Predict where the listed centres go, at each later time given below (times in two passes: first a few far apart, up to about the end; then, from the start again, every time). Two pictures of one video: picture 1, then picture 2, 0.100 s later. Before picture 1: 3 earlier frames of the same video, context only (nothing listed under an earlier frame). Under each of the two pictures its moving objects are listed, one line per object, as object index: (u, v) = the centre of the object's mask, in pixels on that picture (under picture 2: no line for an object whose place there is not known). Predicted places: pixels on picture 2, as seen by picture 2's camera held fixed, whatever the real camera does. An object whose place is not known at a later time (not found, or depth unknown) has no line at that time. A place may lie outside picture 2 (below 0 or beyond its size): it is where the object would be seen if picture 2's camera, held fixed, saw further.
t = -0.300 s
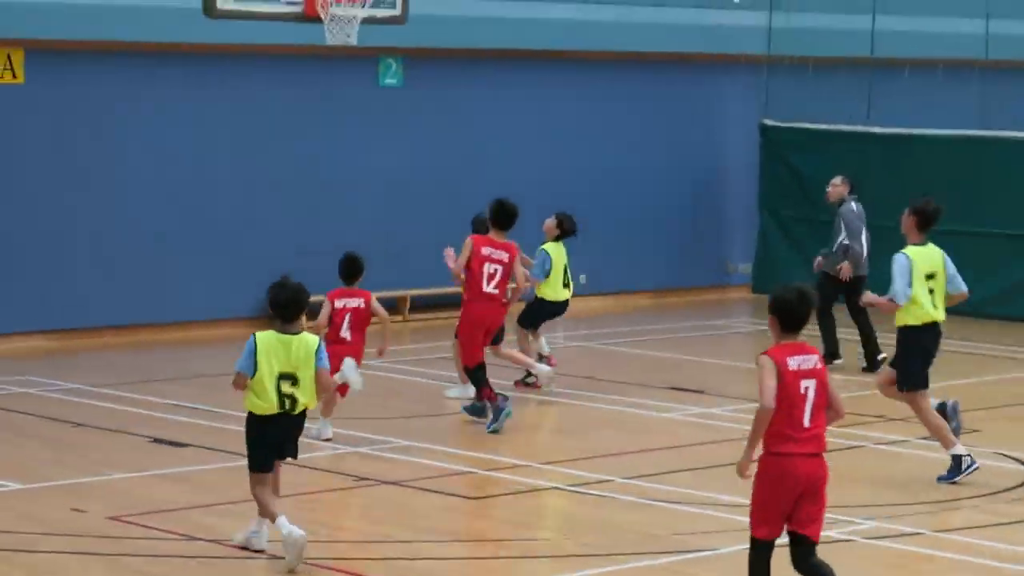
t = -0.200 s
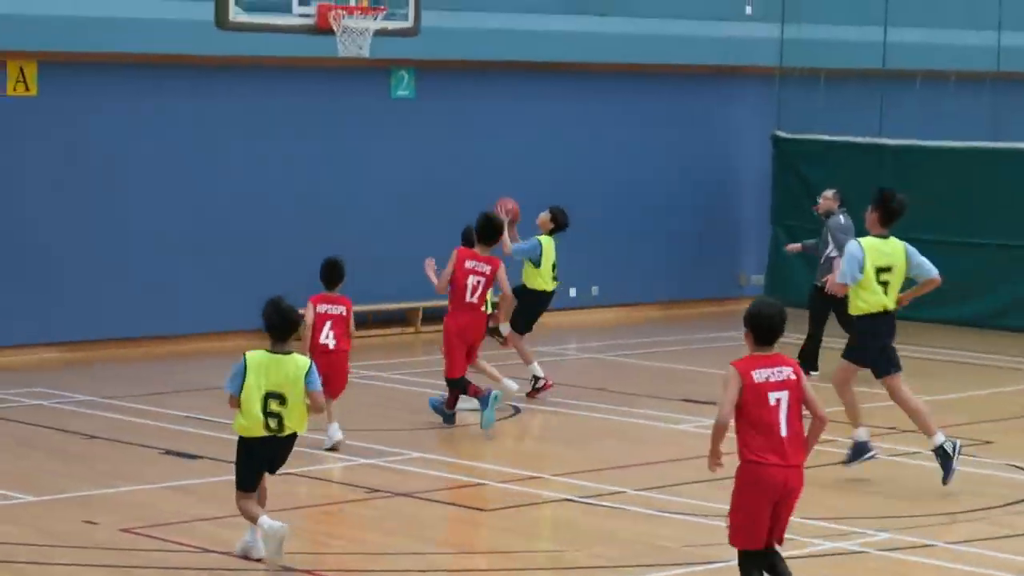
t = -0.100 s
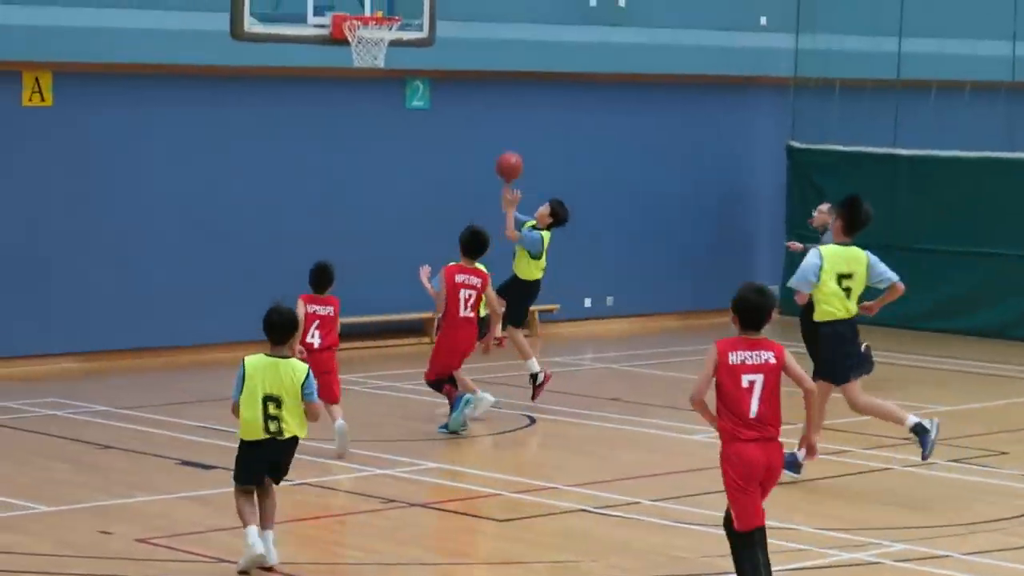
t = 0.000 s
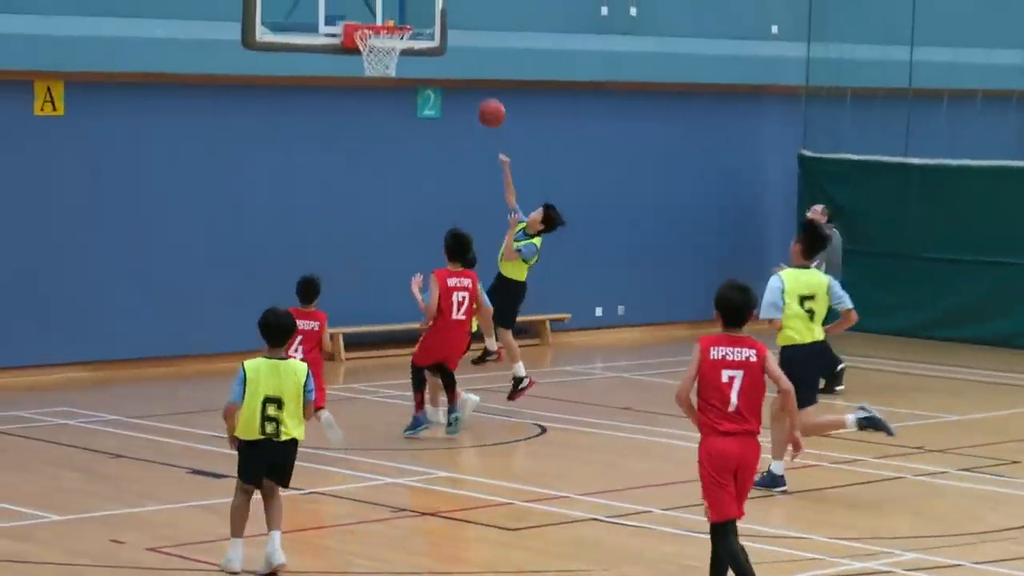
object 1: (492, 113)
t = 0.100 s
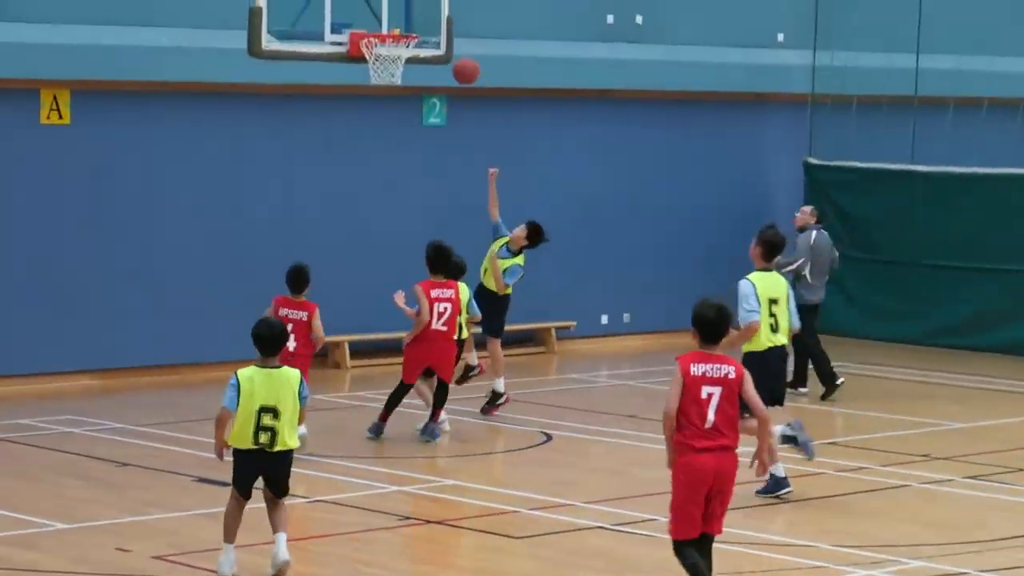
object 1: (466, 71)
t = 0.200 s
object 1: (434, 32)
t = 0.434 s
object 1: (404, 8)
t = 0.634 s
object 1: (391, 46)
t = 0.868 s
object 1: (388, 106)
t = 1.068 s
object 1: (388, 198)
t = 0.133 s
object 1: (456, 56)
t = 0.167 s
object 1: (445, 44)
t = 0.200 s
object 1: (434, 32)
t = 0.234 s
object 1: (424, 22)
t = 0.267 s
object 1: (417, 15)
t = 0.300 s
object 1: (415, 10)
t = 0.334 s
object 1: (412, 8)
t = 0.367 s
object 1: (409, 6)
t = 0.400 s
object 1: (407, 6)
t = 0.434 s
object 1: (404, 8)
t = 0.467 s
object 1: (402, 11)
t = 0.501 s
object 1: (400, 15)
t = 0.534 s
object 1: (398, 20)
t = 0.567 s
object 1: (395, 24)
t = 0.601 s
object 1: (393, 37)
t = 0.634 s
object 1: (391, 46)
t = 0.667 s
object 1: (388, 58)
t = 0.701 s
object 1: (387, 66)
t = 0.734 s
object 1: (391, 79)
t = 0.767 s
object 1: (390, 79)
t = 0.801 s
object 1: (389, 86)
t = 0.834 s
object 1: (388, 95)
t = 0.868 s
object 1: (388, 106)
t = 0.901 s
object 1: (388, 117)
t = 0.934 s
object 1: (388, 131)
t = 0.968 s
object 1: (388, 145)
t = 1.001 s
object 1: (388, 162)
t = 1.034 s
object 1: (388, 180)
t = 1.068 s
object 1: (388, 198)
